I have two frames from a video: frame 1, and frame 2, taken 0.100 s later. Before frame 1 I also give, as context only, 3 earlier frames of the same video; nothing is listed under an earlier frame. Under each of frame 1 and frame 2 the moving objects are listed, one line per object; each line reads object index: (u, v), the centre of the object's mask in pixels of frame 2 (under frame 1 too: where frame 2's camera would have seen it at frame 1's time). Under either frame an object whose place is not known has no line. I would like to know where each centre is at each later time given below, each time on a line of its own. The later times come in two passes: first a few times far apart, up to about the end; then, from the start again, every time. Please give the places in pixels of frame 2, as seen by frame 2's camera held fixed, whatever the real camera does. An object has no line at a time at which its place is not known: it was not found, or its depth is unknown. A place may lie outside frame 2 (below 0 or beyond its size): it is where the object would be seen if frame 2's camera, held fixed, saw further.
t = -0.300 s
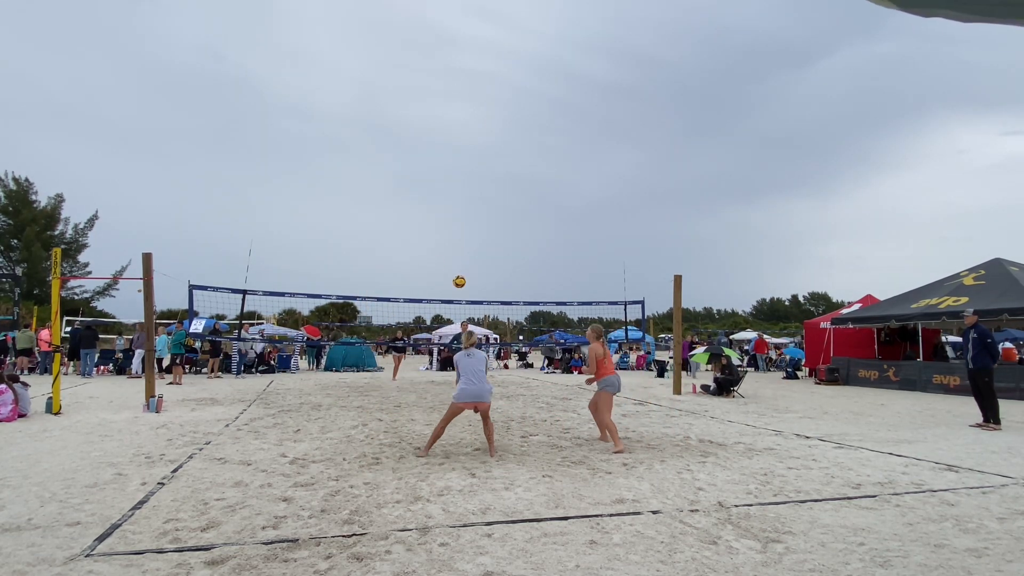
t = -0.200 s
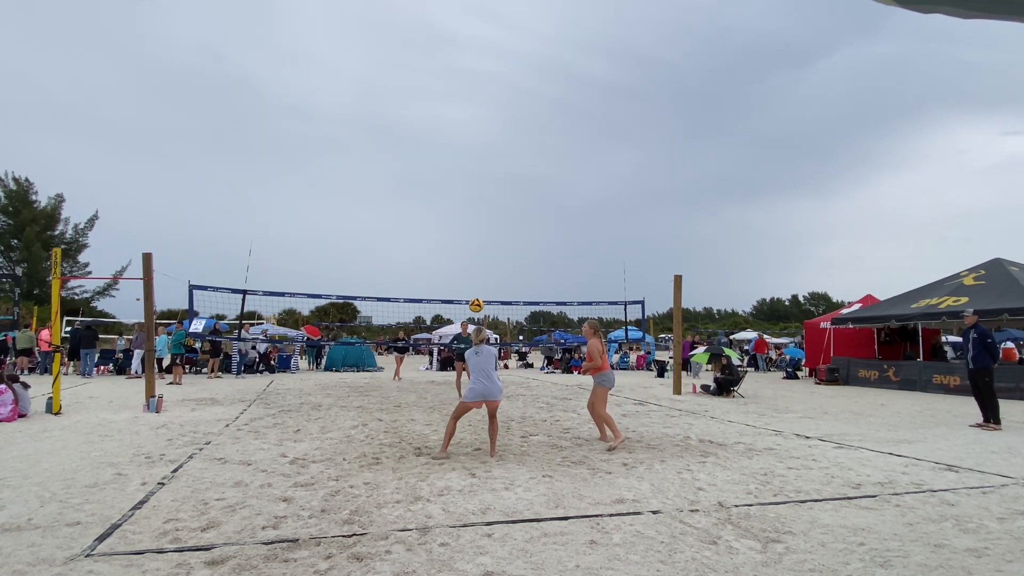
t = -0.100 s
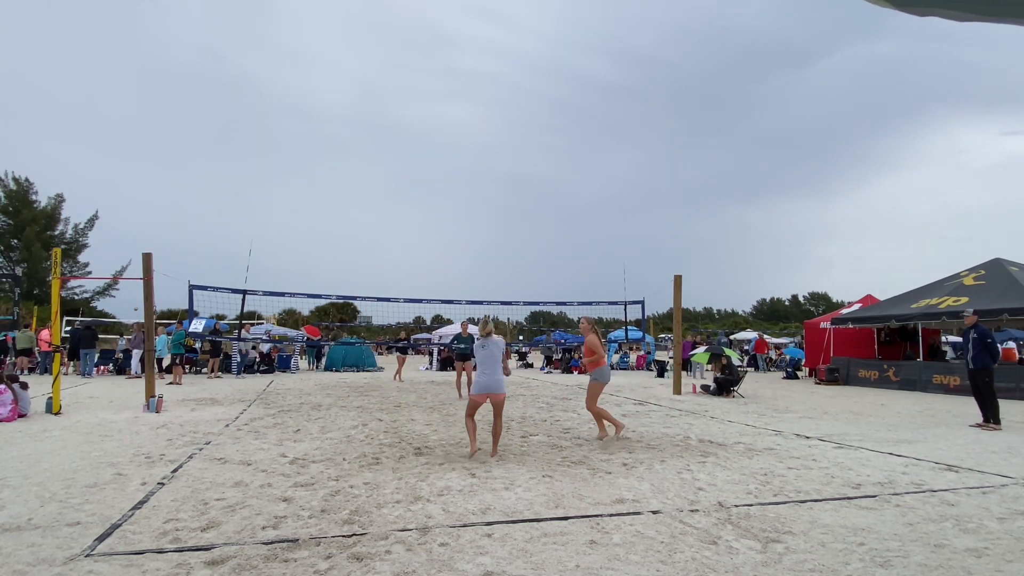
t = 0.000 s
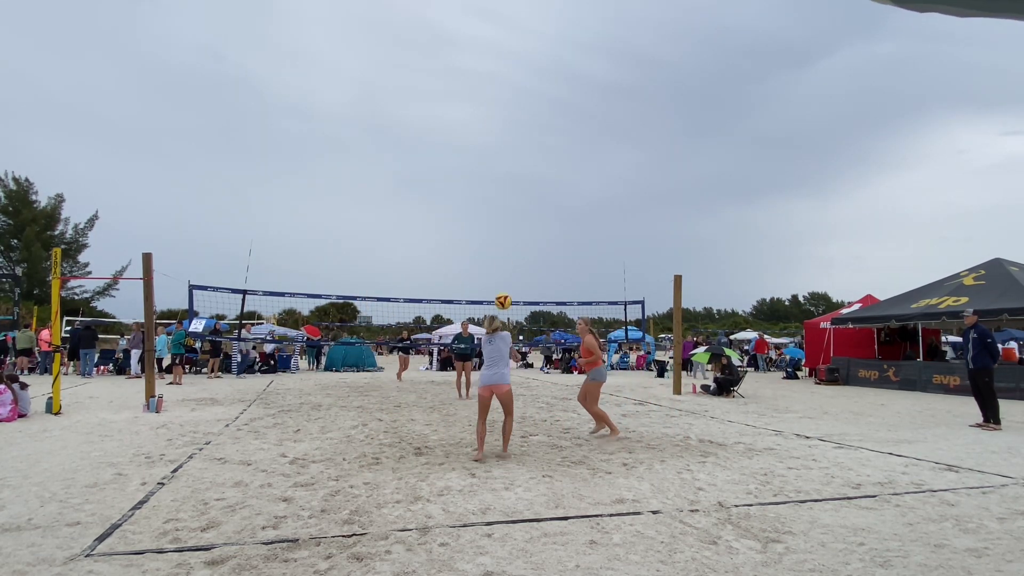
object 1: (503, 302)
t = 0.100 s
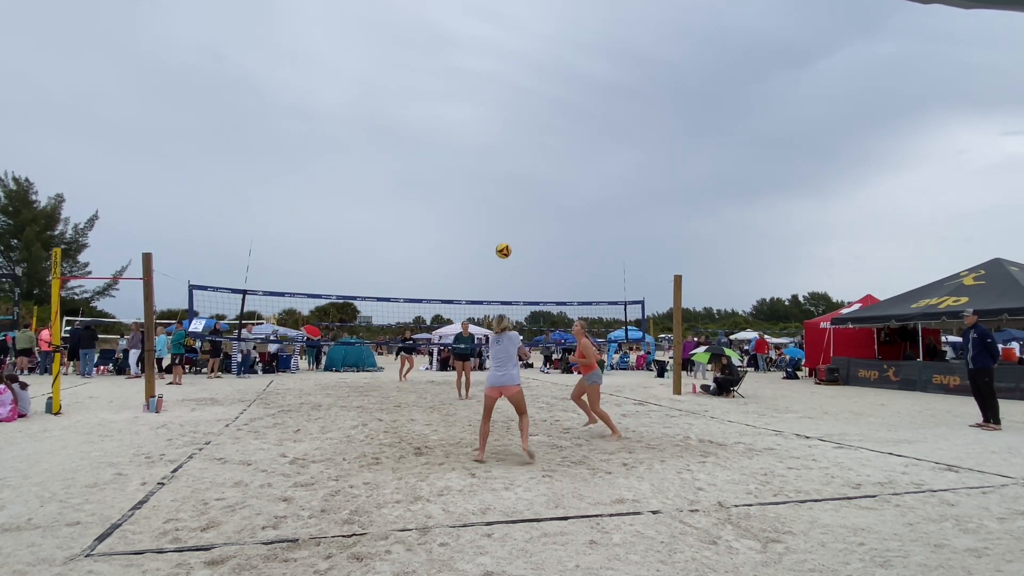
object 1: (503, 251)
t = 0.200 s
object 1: (503, 212)
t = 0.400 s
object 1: (503, 161)
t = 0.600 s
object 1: (502, 141)
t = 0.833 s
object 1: (500, 147)
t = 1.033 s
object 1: (497, 174)
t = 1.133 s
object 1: (496, 194)
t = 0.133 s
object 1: (503, 237)
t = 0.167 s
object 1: (503, 224)
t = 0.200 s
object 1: (503, 212)
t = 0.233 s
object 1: (503, 201)
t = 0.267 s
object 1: (503, 191)
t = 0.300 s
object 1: (503, 182)
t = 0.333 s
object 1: (503, 174)
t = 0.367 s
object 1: (503, 167)
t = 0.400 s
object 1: (503, 161)
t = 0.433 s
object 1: (503, 156)
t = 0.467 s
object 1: (503, 151)
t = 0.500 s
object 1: (502, 148)
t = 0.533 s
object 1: (502, 144)
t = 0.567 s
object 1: (502, 142)
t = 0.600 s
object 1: (502, 141)
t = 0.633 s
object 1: (501, 140)
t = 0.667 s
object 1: (501, 139)
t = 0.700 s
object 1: (501, 139)
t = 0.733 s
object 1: (501, 140)
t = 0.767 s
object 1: (500, 142)
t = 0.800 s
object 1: (500, 144)
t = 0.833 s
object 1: (500, 147)
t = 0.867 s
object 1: (499, 150)
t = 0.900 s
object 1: (499, 154)
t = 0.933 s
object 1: (498, 158)
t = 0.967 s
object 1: (498, 163)
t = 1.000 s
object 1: (498, 168)
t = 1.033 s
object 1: (497, 174)
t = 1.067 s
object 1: (497, 180)
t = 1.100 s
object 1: (496, 187)
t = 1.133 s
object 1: (496, 194)
